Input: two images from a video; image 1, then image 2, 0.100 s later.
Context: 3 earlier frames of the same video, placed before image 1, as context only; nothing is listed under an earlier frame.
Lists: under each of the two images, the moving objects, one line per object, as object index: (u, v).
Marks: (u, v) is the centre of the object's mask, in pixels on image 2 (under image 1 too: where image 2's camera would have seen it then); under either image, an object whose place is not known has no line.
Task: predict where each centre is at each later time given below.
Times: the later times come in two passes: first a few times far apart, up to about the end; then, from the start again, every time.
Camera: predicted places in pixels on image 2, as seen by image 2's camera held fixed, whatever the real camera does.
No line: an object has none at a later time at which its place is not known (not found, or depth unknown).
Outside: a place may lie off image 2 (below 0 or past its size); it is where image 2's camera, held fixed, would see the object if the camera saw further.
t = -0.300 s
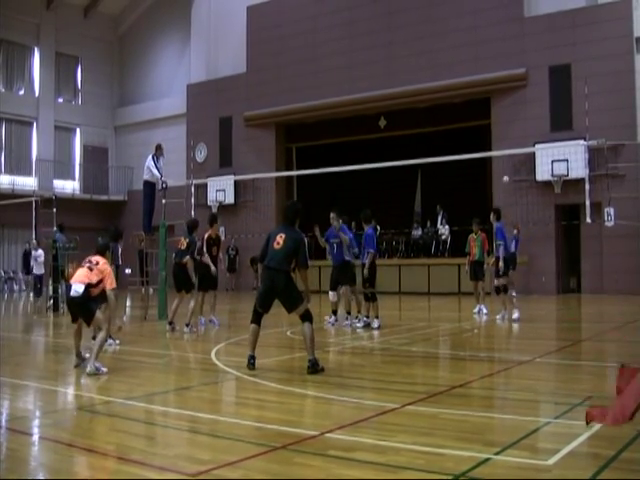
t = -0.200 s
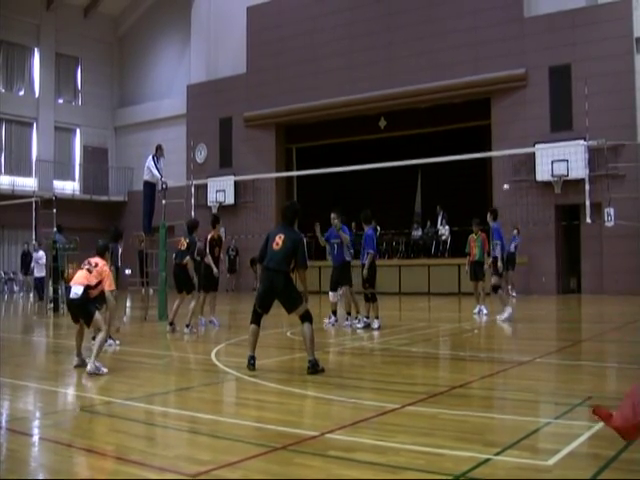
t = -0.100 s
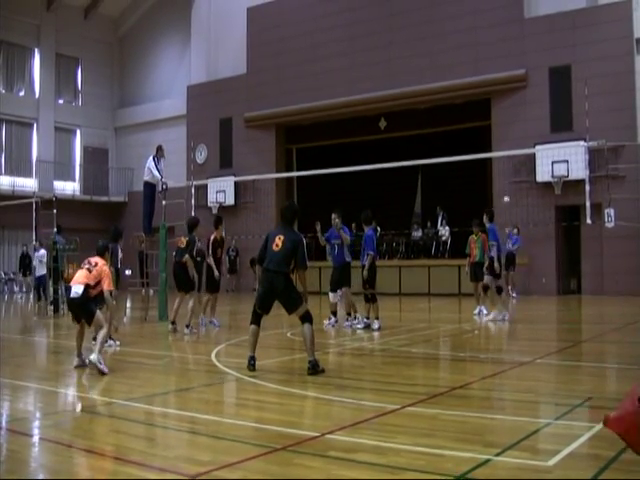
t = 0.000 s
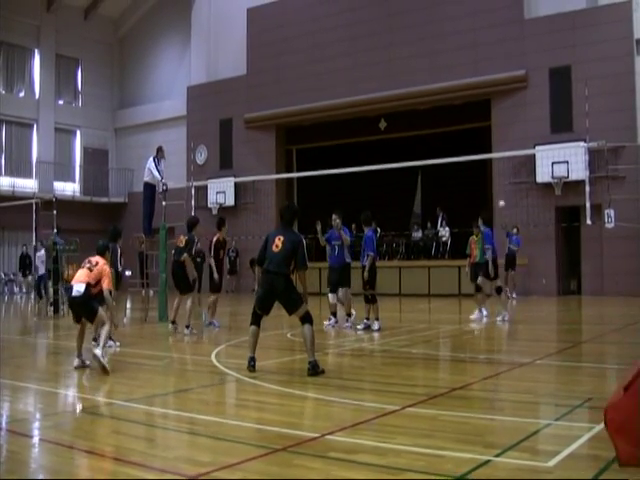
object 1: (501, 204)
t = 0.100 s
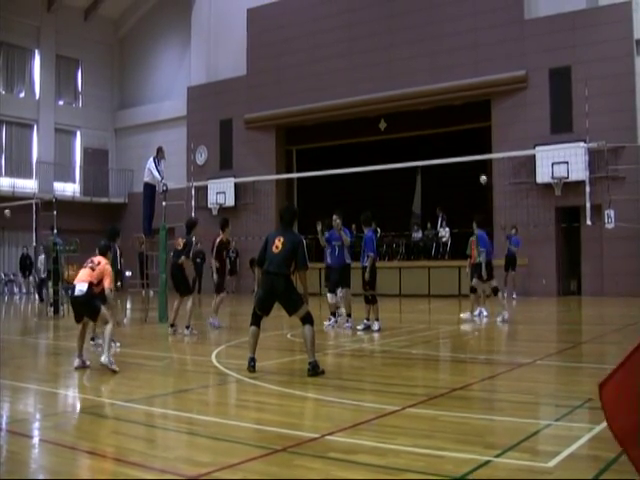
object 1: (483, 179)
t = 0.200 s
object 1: (462, 153)
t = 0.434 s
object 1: (408, 108)
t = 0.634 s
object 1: (356, 81)
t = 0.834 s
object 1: (295, 70)
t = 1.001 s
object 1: (235, 79)
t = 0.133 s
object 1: (476, 170)
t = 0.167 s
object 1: (469, 163)
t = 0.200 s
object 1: (462, 153)
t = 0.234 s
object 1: (455, 147)
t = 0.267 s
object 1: (447, 139)
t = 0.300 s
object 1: (440, 133)
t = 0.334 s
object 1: (432, 127)
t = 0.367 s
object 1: (424, 120)
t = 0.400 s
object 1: (417, 114)
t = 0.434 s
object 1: (408, 108)
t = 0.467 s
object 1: (400, 102)
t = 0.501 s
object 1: (391, 97)
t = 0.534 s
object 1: (383, 90)
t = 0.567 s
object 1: (374, 87)
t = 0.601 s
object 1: (365, 84)
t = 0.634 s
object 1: (356, 81)
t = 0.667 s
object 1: (346, 78)
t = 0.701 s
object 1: (336, 75)
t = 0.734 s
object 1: (327, 73)
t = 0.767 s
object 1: (316, 72)
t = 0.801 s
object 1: (306, 71)
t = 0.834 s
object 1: (295, 70)
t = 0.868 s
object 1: (284, 71)
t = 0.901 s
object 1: (272, 71)
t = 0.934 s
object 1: (260, 73)
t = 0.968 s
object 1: (247, 75)
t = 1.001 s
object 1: (235, 79)
